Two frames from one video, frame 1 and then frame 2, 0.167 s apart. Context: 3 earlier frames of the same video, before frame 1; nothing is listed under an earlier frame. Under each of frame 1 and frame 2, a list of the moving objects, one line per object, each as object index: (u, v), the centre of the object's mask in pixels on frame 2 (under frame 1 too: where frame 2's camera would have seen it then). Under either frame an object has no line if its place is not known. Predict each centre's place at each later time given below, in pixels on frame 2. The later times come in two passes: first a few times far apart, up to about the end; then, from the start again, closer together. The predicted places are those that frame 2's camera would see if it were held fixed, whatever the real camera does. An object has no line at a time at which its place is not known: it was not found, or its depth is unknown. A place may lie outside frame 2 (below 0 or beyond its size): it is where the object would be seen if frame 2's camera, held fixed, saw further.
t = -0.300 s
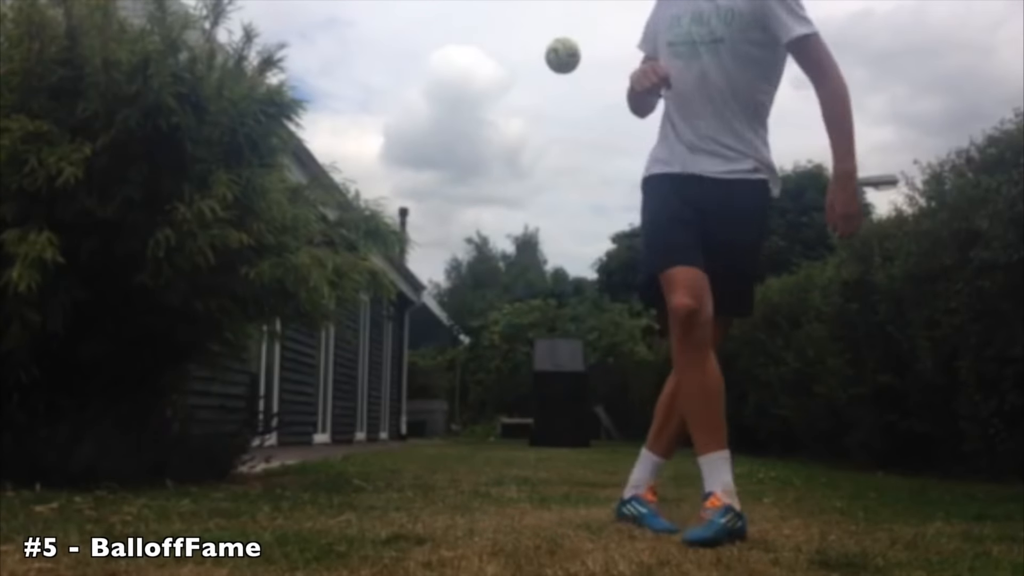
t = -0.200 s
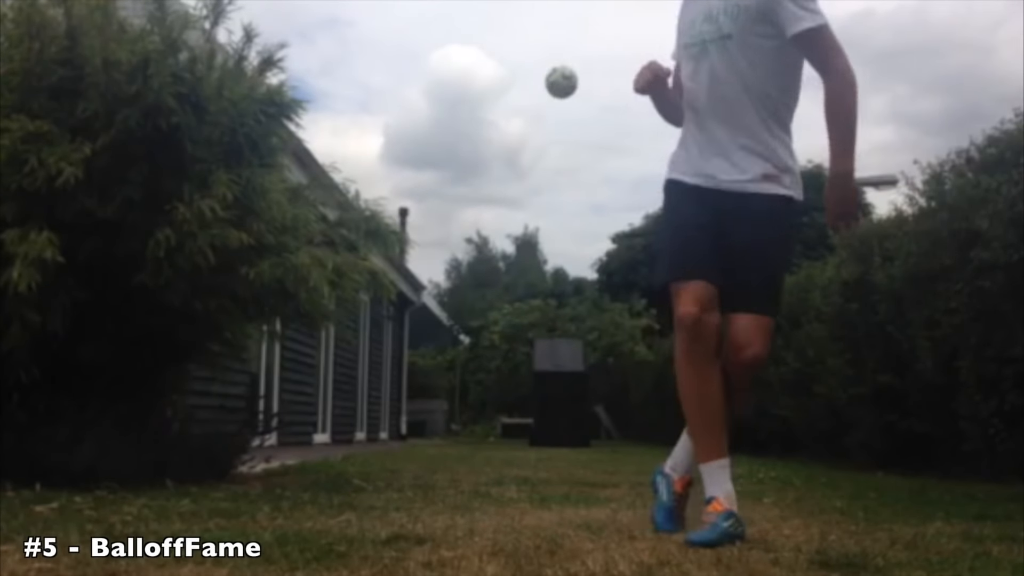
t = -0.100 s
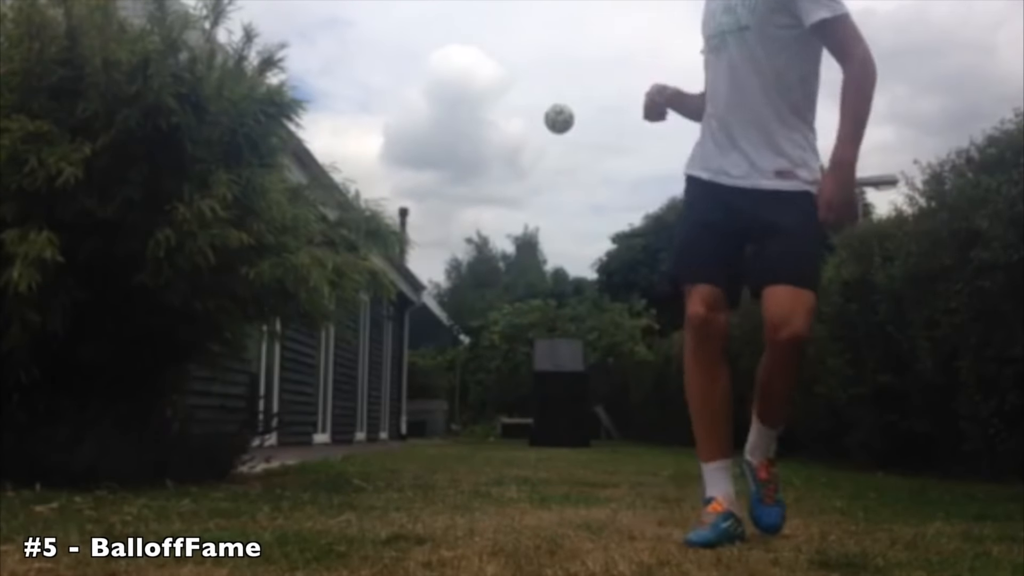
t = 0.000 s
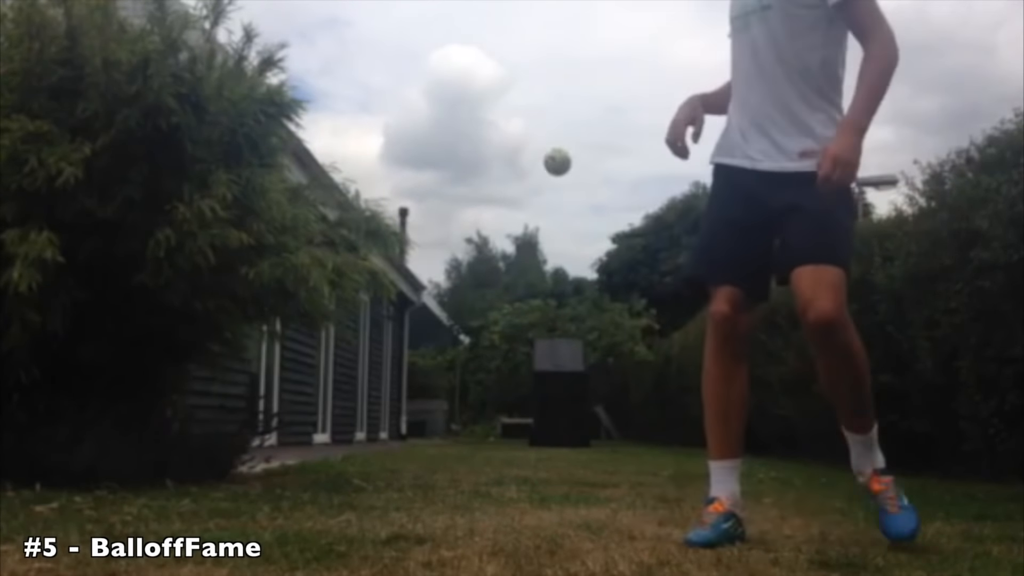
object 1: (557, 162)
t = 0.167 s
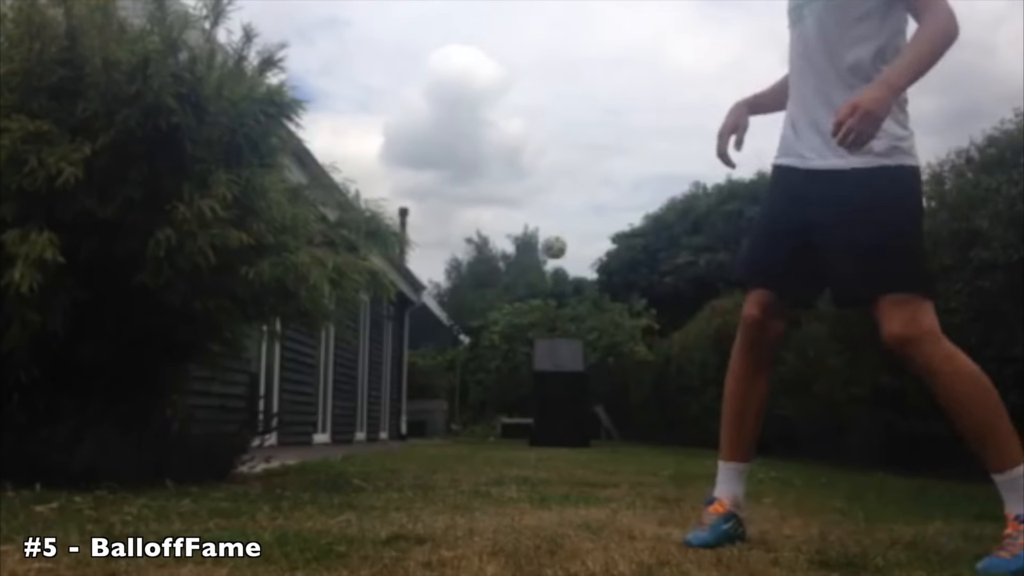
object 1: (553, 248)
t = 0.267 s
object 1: (552, 300)
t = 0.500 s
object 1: (545, 439)
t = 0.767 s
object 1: (543, 356)
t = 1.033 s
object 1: (542, 342)
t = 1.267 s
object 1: (544, 367)
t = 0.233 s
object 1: (553, 281)
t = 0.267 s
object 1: (552, 300)
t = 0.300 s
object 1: (551, 321)
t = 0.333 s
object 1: (550, 342)
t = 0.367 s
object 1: (549, 363)
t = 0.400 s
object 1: (549, 385)
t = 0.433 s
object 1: (547, 406)
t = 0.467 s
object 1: (546, 429)
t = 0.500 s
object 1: (545, 439)
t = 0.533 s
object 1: (545, 425)
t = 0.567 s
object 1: (545, 412)
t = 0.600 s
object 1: (544, 399)
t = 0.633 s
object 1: (545, 389)
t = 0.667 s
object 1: (545, 380)
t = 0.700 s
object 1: (544, 370)
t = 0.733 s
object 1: (544, 362)
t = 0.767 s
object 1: (543, 356)
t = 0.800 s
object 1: (543, 351)
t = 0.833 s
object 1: (543, 347)
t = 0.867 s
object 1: (543, 344)
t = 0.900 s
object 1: (543, 341)
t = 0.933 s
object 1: (542, 340)
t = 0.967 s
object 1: (542, 339)
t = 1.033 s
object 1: (542, 342)
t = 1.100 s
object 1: (541, 347)
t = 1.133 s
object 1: (541, 351)
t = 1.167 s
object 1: (540, 356)
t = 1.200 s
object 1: (540, 361)
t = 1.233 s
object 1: (541, 365)
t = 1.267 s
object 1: (544, 367)
